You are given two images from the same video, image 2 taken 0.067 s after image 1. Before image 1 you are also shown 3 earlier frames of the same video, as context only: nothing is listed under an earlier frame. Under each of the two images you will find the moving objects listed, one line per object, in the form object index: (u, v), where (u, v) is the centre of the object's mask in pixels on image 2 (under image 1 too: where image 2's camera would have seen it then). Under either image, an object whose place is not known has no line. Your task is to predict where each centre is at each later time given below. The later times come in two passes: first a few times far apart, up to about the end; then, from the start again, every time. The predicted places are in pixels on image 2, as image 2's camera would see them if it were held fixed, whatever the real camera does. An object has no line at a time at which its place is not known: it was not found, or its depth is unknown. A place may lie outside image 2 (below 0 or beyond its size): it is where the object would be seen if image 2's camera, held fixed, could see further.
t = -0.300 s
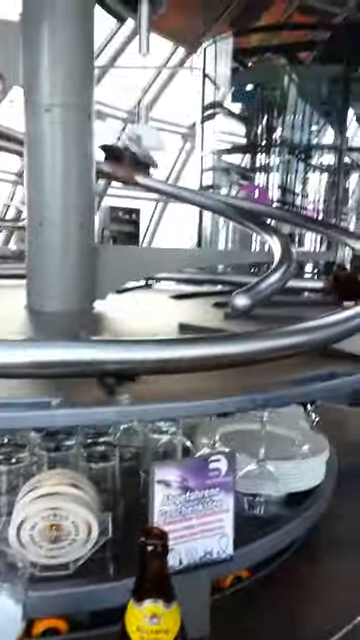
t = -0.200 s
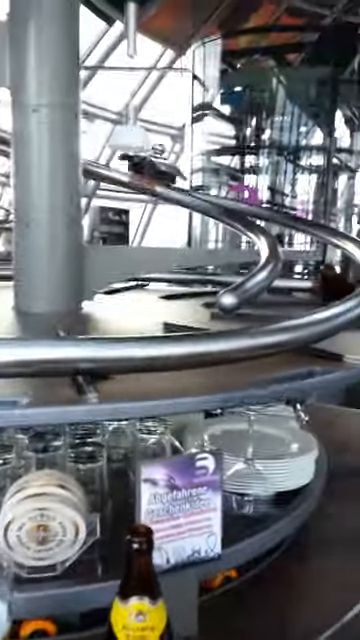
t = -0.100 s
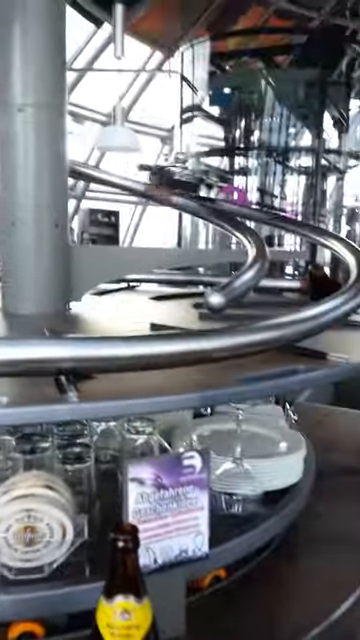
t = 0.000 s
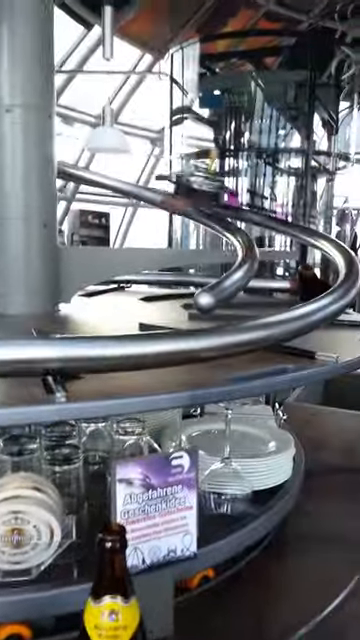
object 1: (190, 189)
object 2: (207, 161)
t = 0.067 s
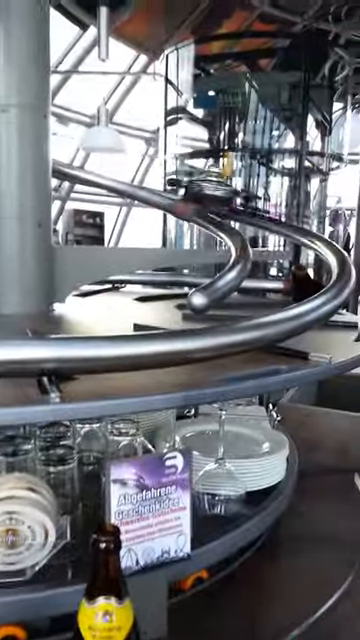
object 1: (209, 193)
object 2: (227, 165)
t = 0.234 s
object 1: (249, 204)
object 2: (279, 177)
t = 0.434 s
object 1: (288, 230)
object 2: (326, 192)
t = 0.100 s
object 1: (220, 194)
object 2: (239, 171)
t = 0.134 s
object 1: (227, 197)
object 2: (249, 170)
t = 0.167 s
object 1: (235, 202)
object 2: (260, 172)
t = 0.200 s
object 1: (242, 201)
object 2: (269, 173)
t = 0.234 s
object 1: (249, 204)
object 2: (279, 177)
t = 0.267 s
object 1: (257, 206)
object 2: (290, 179)
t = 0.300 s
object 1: (263, 208)
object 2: (297, 180)
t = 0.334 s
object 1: (268, 210)
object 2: (306, 182)
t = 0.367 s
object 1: (273, 213)
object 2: (314, 184)
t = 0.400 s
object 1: (282, 228)
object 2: (320, 189)
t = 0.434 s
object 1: (288, 230)
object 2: (326, 192)
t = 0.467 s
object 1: (290, 234)
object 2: (334, 188)
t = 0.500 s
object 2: (340, 196)
